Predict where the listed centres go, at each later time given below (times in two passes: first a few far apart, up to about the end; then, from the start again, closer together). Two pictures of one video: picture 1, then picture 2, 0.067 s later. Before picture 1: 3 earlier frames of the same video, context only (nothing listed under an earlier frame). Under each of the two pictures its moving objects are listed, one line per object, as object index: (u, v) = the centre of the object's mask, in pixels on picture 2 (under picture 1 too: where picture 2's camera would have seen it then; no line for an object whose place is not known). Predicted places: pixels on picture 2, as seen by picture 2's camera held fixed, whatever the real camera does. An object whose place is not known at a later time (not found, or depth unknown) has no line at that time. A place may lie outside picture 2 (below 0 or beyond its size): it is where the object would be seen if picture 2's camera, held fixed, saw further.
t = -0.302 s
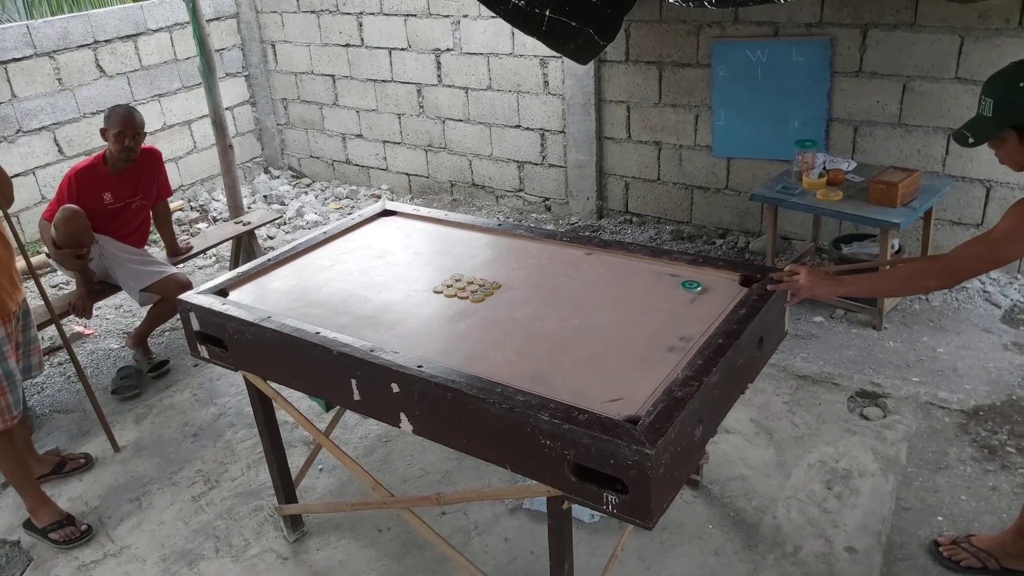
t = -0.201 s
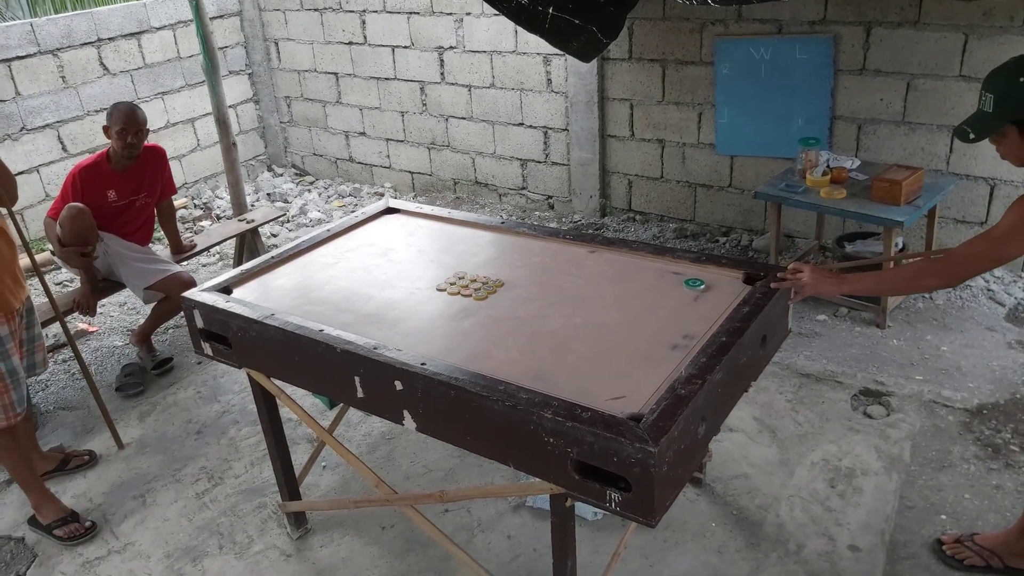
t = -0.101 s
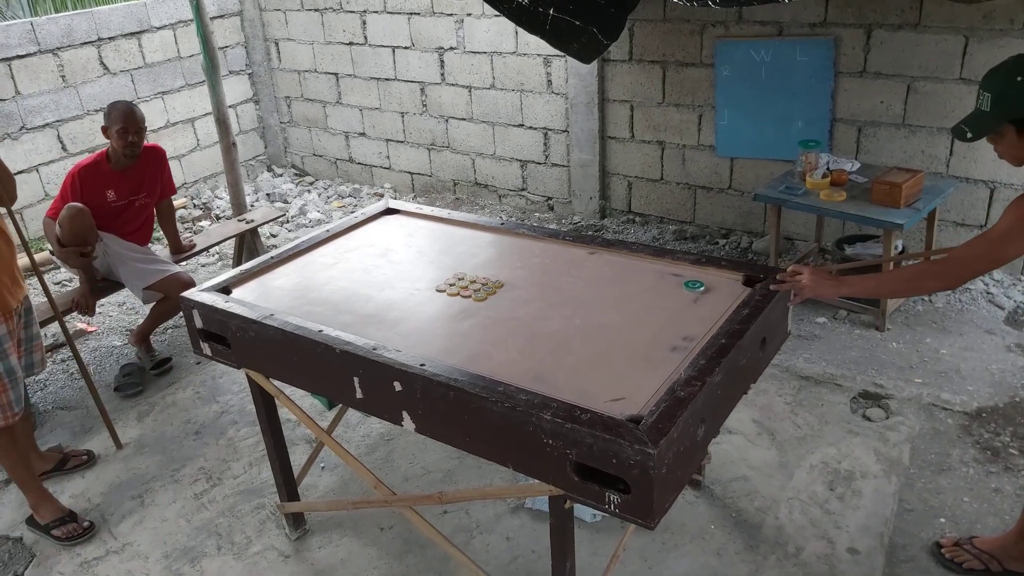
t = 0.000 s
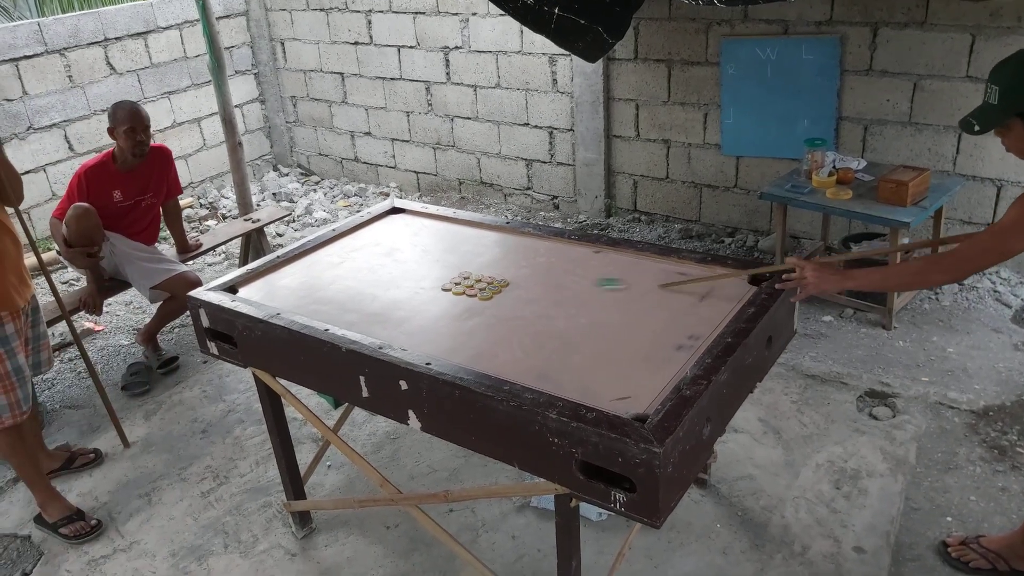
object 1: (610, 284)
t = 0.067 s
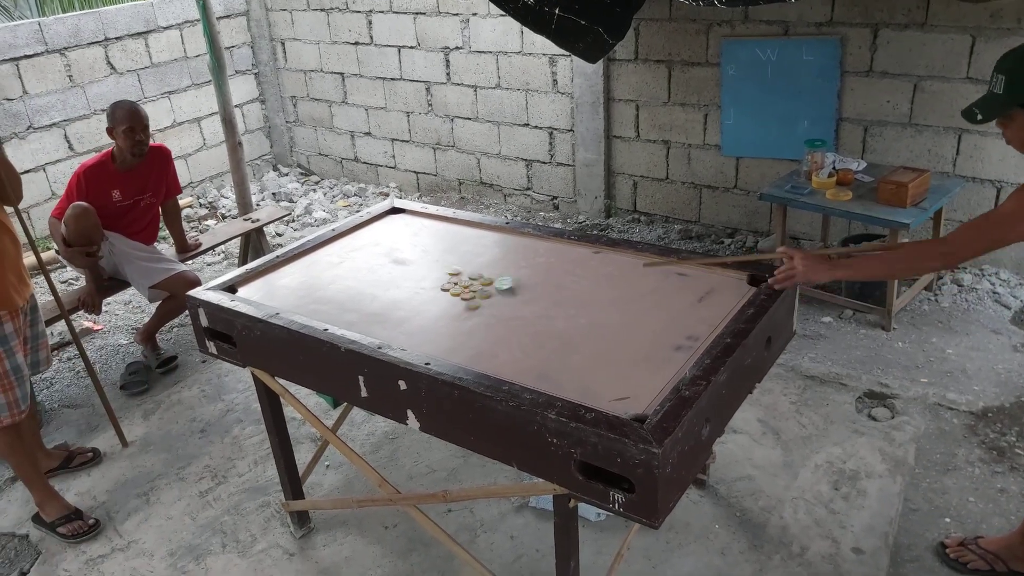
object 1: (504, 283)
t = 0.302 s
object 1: (428, 297)
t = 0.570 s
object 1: (366, 308)
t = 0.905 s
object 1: (320, 316)
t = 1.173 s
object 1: (319, 316)
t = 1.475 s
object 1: (319, 316)
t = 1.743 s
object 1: (318, 315)
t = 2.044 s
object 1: (318, 316)
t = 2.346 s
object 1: (318, 315)
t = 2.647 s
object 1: (318, 315)
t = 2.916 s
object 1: (318, 316)
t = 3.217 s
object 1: (318, 316)
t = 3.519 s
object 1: (317, 317)
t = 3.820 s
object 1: (318, 316)
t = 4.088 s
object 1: (318, 316)
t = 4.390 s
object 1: (319, 316)
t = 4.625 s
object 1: (319, 315)
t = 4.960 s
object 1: (319, 316)
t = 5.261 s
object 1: (320, 316)
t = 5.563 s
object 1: (319, 316)
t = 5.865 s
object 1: (320, 316)
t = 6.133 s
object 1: (319, 316)
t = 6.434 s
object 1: (319, 316)
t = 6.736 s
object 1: (319, 316)
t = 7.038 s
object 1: (319, 316)
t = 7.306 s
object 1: (320, 316)
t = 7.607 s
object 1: (319, 316)
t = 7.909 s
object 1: (319, 316)
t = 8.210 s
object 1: (319, 316)
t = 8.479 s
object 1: (320, 316)
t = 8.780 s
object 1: (318, 316)
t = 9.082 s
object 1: (320, 316)
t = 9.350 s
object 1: (319, 316)
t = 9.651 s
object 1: (319, 316)
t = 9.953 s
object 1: (319, 316)
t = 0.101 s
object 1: (495, 285)
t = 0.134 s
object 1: (480, 288)
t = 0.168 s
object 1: (470, 291)
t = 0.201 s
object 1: (458, 292)
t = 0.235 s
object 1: (448, 294)
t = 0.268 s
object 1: (438, 296)
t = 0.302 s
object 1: (428, 297)
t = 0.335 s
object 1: (418, 298)
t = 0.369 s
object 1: (410, 300)
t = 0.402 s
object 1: (402, 301)
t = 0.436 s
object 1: (396, 302)
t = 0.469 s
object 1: (388, 304)
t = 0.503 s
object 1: (380, 306)
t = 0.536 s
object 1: (373, 307)
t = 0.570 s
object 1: (366, 308)
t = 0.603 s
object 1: (359, 309)
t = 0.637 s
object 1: (352, 311)
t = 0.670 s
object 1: (347, 312)
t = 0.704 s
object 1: (342, 313)
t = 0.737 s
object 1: (338, 314)
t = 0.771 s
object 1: (333, 315)
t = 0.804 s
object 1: (329, 315)
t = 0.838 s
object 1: (325, 316)
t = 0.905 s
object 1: (320, 316)
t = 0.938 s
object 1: (318, 316)
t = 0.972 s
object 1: (318, 316)
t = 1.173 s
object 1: (319, 316)
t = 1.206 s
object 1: (319, 315)
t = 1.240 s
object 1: (318, 316)
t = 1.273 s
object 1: (318, 316)
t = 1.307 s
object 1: (318, 316)
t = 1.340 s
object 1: (318, 315)
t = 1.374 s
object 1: (318, 316)
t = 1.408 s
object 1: (317, 316)
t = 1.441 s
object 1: (318, 316)
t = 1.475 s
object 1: (319, 316)
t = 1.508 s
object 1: (319, 316)
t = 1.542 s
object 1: (319, 316)
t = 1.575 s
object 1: (319, 316)
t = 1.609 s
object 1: (318, 316)
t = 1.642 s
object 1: (318, 316)
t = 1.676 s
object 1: (319, 316)
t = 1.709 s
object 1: (319, 315)
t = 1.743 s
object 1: (318, 315)
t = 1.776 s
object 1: (318, 316)
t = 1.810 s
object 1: (318, 316)
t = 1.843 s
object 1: (319, 316)
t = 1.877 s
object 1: (319, 315)
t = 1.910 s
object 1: (318, 316)
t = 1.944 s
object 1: (318, 315)
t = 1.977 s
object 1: (318, 316)
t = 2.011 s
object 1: (318, 316)
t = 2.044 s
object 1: (318, 316)
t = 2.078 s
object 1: (319, 315)
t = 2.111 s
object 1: (318, 315)
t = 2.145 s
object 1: (318, 315)
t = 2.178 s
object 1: (319, 315)
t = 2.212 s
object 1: (319, 315)
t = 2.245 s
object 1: (318, 315)
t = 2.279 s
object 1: (317, 315)
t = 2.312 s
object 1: (317, 315)
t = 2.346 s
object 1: (318, 315)
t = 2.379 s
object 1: (318, 315)
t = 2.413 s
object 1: (318, 315)
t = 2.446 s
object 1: (318, 316)
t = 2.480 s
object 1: (318, 315)
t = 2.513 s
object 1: (318, 315)
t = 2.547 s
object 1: (318, 316)
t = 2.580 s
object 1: (318, 315)
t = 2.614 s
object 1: (318, 315)
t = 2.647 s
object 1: (318, 315)
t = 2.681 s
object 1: (317, 316)
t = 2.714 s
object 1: (317, 316)
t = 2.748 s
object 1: (318, 316)
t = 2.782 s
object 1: (319, 316)
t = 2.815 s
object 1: (319, 316)
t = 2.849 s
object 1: (318, 316)
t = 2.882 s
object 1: (318, 316)
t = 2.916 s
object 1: (318, 316)
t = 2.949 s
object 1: (318, 316)
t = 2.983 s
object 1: (318, 316)
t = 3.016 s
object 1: (319, 316)
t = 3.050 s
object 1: (319, 316)
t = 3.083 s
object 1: (317, 317)
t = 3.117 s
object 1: (317, 317)
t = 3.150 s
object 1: (319, 316)
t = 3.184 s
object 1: (319, 316)
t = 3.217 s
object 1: (318, 316)
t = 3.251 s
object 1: (316, 318)
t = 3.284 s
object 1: (316, 317)
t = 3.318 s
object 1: (317, 316)
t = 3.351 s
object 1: (317, 316)
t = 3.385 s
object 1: (317, 316)
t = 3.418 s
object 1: (317, 316)
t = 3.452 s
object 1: (318, 316)
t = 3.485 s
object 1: (318, 316)
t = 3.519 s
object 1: (317, 317)
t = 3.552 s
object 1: (317, 317)
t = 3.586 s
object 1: (317, 317)
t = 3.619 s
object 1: (318, 317)
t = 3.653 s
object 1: (319, 316)
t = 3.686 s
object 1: (319, 315)
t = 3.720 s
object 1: (318, 315)
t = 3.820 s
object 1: (318, 316)
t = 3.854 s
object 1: (320, 316)
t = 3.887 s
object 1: (320, 316)
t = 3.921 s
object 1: (319, 315)
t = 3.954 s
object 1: (318, 316)
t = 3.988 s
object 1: (320, 316)
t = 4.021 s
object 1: (321, 315)
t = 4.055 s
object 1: (319, 315)
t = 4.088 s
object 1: (318, 316)
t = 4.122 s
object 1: (319, 316)
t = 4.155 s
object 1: (320, 316)
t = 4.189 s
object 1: (320, 316)
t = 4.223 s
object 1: (318, 317)
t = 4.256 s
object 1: (318, 317)
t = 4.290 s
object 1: (319, 316)
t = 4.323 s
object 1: (319, 316)
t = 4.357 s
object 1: (319, 316)
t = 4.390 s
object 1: (319, 316)
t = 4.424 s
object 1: (318, 316)
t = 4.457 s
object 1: (318, 316)
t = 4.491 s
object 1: (318, 316)
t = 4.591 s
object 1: (318, 316)
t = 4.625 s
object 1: (319, 315)
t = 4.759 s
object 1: (319, 316)
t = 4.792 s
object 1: (319, 316)
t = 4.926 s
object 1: (319, 317)
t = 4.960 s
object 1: (319, 316)
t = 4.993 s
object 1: (319, 316)
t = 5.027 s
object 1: (319, 316)
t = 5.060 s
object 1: (319, 316)
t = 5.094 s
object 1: (320, 316)
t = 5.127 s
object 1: (319, 316)
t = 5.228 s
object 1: (320, 316)
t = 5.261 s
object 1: (320, 316)
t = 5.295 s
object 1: (319, 316)
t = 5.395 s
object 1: (319, 316)
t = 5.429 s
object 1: (320, 316)
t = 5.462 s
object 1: (319, 316)
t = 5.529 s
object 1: (319, 316)
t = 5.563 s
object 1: (319, 316)
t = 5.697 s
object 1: (318, 316)
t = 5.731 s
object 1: (319, 316)
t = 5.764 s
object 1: (319, 316)
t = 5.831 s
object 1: (319, 316)
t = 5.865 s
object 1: (320, 316)
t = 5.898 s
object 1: (319, 316)
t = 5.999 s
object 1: (319, 316)
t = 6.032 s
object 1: (320, 316)
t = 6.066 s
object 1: (320, 316)
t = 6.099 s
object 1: (319, 316)
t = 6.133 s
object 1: (319, 316)
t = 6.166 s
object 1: (319, 316)
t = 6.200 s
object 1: (319, 316)
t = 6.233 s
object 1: (319, 316)
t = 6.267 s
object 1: (319, 316)
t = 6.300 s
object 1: (319, 316)
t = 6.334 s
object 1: (319, 316)
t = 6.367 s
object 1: (319, 316)
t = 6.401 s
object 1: (319, 316)
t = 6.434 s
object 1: (319, 316)
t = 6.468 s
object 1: (319, 316)
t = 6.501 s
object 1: (318, 316)
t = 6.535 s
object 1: (319, 316)
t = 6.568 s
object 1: (319, 316)
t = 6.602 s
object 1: (320, 316)
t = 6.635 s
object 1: (319, 316)
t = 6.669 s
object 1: (319, 316)
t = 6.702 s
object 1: (319, 316)
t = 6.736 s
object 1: (319, 316)
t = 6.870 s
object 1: (319, 316)
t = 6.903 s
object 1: (319, 316)
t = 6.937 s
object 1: (319, 316)
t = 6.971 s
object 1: (319, 316)
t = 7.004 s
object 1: (320, 316)
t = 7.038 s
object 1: (319, 316)
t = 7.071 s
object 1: (319, 316)
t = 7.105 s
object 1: (319, 316)
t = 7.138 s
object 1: (319, 316)
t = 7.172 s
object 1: (319, 316)
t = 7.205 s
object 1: (319, 316)
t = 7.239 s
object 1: (319, 316)
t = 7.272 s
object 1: (319, 316)
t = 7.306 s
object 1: (320, 316)
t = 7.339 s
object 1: (319, 316)
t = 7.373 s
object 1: (319, 316)
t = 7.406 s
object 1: (319, 316)
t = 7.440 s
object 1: (319, 316)
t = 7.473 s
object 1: (319, 316)
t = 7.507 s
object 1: (319, 316)
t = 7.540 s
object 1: (319, 316)
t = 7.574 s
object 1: (319, 316)
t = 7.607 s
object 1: (319, 316)
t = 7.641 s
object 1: (319, 316)
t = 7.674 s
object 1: (319, 316)
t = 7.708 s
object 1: (319, 316)
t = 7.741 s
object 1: (319, 316)
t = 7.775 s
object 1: (318, 316)
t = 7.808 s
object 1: (319, 316)
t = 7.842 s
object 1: (319, 316)
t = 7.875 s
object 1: (319, 316)
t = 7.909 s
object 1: (319, 316)
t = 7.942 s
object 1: (319, 316)
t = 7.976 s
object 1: (319, 316)
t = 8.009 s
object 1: (319, 316)
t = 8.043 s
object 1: (319, 316)
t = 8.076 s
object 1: (319, 316)
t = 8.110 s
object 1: (319, 316)
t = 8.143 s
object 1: (320, 316)
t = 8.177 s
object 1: (319, 316)
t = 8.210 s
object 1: (319, 316)
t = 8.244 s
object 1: (319, 316)
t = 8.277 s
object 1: (319, 316)
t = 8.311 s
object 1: (319, 316)
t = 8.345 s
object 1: (320, 316)
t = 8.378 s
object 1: (319, 316)
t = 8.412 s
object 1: (319, 316)
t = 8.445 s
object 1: (319, 316)
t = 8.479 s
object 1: (320, 316)
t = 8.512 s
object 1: (319, 316)
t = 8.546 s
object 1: (319, 316)
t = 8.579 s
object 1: (319, 316)
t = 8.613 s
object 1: (319, 316)
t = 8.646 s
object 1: (319, 316)
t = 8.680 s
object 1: (319, 316)
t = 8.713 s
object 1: (319, 316)
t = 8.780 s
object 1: (318, 316)
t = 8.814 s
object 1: (319, 316)
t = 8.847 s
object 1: (319, 316)
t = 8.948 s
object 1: (320, 316)
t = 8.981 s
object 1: (319, 316)
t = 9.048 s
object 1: (319, 316)
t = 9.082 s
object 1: (320, 316)
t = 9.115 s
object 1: (320, 316)
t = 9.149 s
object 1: (319, 316)
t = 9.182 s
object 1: (319, 316)
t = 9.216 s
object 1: (320, 316)
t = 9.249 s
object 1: (320, 316)
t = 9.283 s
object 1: (320, 316)
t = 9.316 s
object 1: (319, 316)
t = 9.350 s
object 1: (319, 316)
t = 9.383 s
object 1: (319, 316)
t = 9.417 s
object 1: (319, 315)
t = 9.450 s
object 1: (319, 316)
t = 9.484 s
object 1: (319, 316)
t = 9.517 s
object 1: (319, 316)
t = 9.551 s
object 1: (319, 316)
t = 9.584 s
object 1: (319, 316)
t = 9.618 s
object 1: (319, 316)
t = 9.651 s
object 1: (319, 316)
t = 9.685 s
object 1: (320, 316)
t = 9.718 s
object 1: (320, 315)
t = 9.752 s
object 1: (319, 316)
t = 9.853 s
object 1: (319, 316)
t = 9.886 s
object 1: (319, 316)
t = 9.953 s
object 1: (319, 316)
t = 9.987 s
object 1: (320, 315)
